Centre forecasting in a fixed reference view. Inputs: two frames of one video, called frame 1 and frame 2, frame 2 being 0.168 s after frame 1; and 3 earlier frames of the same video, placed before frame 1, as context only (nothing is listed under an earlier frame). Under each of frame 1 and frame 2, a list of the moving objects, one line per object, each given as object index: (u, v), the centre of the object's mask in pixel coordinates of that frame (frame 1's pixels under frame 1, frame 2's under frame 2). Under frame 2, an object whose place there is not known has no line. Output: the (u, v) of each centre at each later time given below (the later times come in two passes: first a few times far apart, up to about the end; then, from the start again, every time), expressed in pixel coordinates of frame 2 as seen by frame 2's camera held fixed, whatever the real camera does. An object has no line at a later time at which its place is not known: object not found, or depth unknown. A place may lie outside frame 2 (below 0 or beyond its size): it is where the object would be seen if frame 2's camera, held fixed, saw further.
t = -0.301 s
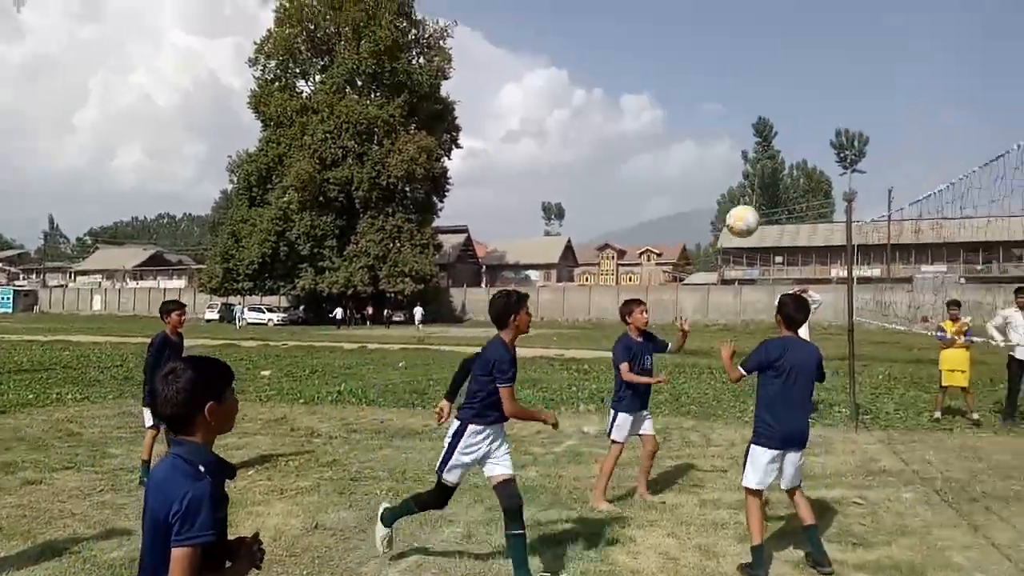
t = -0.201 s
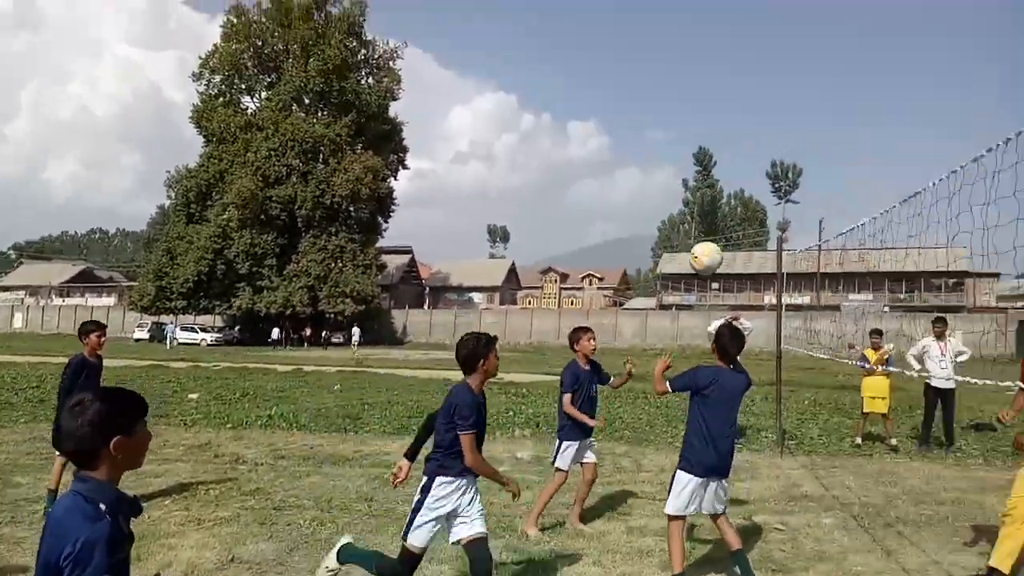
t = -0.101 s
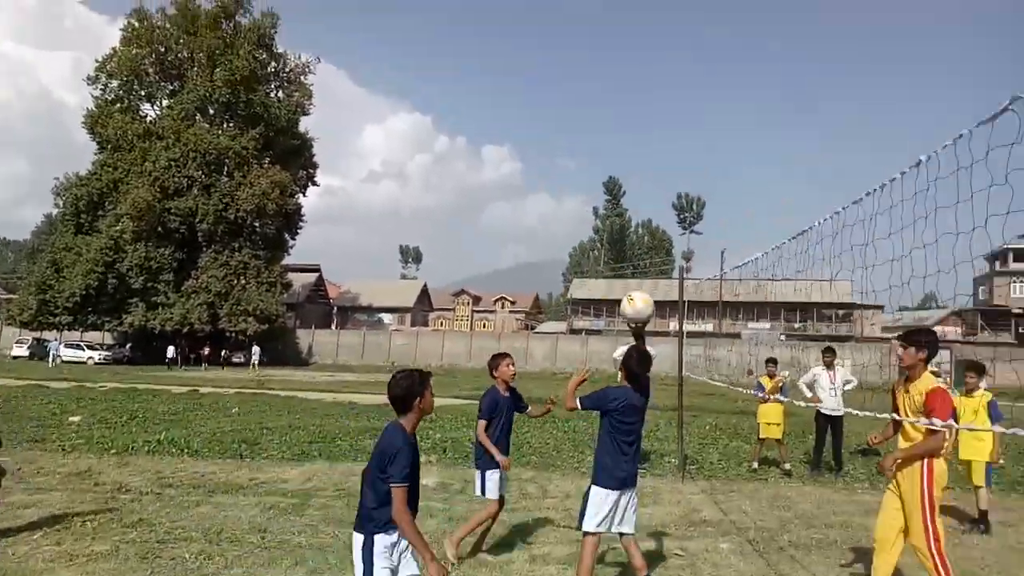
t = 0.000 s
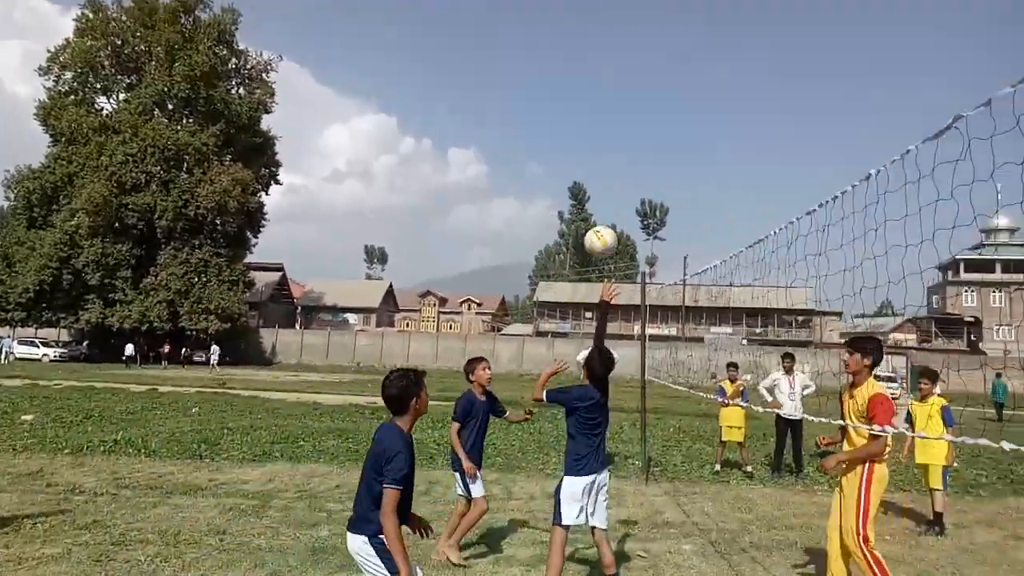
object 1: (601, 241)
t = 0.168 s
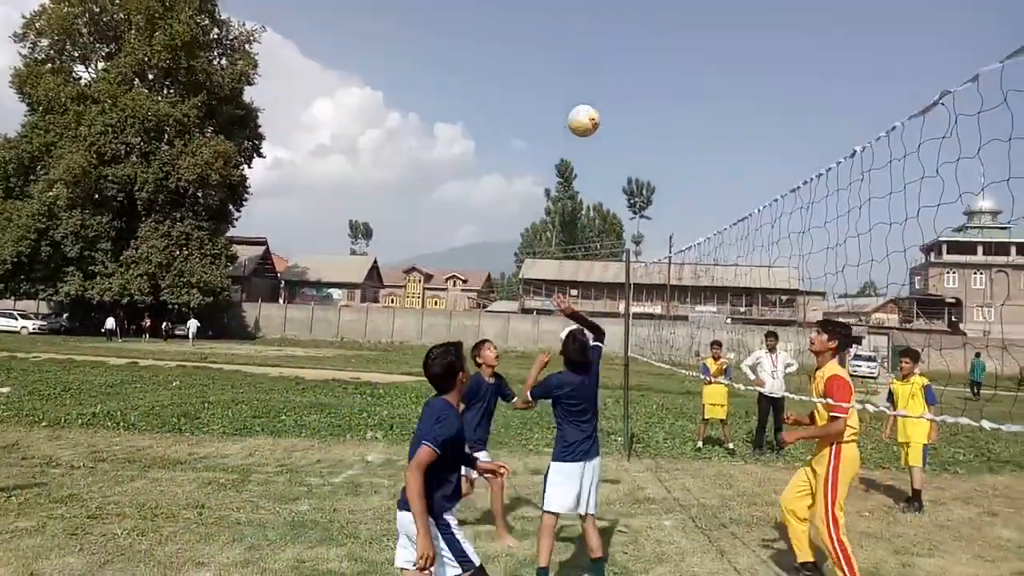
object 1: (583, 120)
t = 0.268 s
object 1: (579, 80)
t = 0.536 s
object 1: (571, 54)
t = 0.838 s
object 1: (564, 141)
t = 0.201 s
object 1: (581, 106)
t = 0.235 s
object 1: (579, 91)
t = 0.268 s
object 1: (579, 80)
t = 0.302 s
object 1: (580, 71)
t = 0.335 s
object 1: (581, 62)
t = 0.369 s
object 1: (582, 56)
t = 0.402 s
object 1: (580, 52)
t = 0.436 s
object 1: (577, 47)
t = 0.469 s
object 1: (577, 51)
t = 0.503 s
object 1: (573, 53)
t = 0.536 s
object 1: (571, 54)
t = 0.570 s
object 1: (571, 59)
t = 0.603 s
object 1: (572, 67)
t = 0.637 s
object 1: (572, 75)
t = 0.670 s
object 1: (573, 84)
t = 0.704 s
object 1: (568, 91)
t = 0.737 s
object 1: (565, 101)
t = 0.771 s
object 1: (567, 115)
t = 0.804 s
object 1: (566, 126)
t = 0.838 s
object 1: (564, 141)
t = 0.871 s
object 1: (561, 156)
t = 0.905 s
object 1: (559, 173)
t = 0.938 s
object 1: (556, 193)
